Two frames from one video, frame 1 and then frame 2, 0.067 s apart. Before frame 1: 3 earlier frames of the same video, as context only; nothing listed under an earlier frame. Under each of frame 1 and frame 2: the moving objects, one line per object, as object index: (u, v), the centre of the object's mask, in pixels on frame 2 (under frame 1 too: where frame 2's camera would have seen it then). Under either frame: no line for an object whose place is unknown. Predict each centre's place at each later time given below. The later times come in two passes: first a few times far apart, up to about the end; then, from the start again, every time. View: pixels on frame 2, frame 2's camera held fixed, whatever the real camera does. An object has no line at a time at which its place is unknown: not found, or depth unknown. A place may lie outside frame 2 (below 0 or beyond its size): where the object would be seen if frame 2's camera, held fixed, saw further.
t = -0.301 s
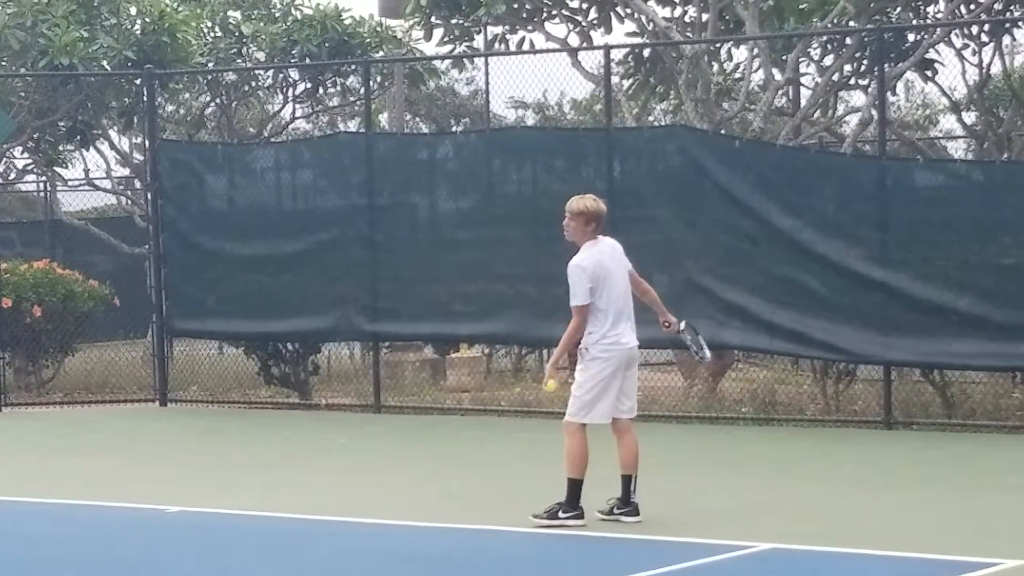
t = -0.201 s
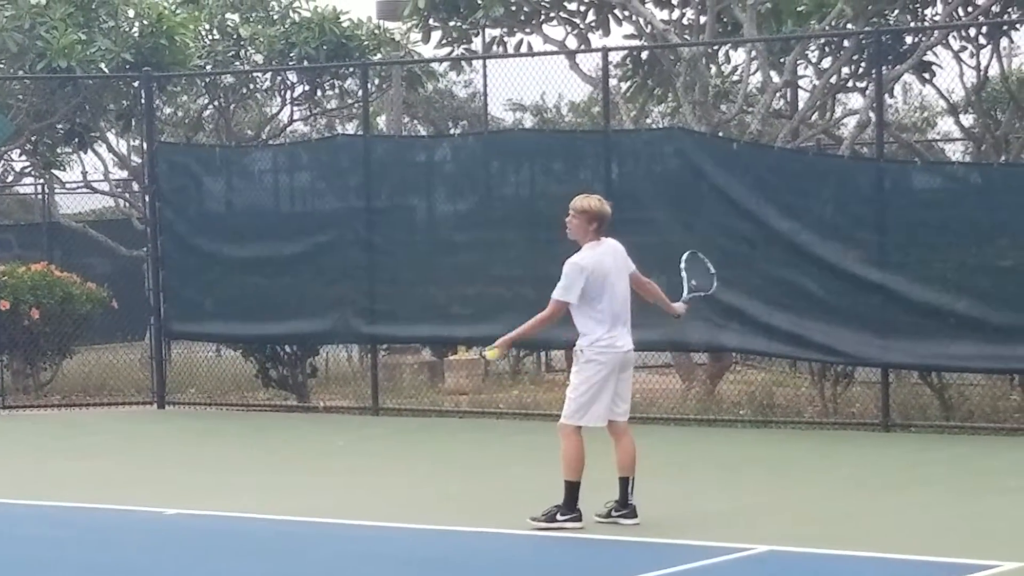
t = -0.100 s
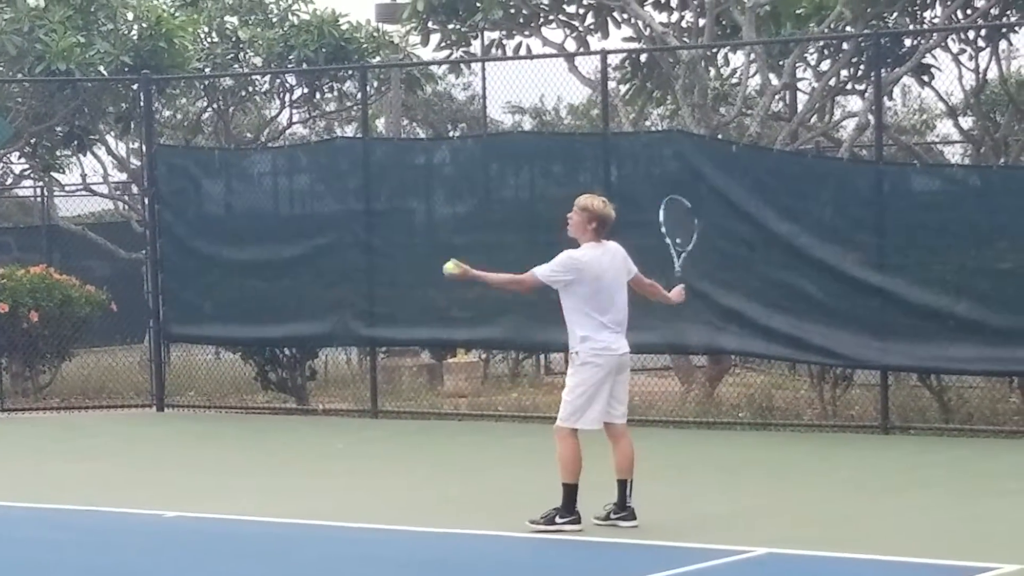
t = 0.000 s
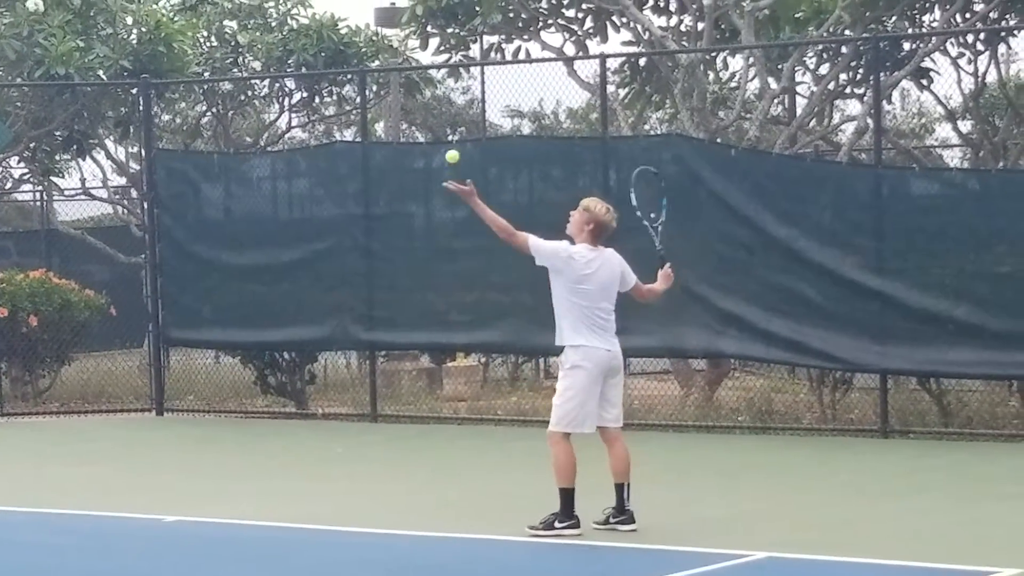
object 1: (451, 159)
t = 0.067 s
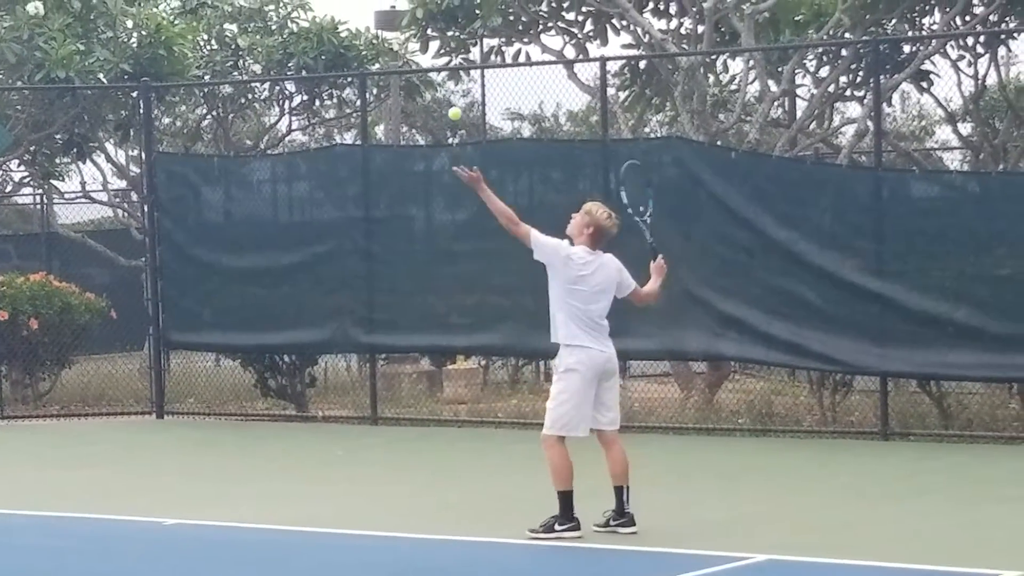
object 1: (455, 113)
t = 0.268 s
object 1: (464, 23)
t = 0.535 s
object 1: (482, 14)
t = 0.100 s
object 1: (456, 94)
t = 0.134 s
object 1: (457, 75)
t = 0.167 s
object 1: (459, 59)
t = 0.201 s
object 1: (461, 46)
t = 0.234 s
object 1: (463, 33)
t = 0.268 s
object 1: (464, 23)
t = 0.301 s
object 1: (466, 15)
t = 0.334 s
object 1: (468, 9)
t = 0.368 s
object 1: (471, 5)
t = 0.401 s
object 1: (473, 3)
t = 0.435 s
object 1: (475, 3)
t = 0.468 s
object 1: (477, 4)
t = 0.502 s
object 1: (480, 8)
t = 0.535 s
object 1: (482, 14)
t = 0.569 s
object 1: (485, 22)
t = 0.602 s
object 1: (488, 32)
